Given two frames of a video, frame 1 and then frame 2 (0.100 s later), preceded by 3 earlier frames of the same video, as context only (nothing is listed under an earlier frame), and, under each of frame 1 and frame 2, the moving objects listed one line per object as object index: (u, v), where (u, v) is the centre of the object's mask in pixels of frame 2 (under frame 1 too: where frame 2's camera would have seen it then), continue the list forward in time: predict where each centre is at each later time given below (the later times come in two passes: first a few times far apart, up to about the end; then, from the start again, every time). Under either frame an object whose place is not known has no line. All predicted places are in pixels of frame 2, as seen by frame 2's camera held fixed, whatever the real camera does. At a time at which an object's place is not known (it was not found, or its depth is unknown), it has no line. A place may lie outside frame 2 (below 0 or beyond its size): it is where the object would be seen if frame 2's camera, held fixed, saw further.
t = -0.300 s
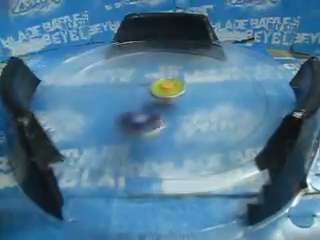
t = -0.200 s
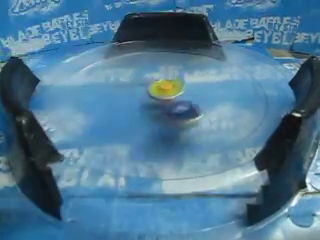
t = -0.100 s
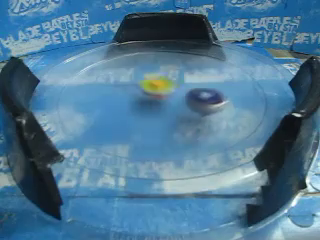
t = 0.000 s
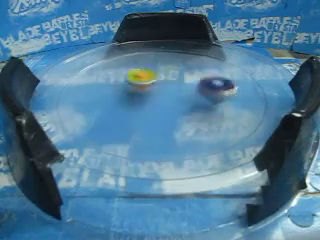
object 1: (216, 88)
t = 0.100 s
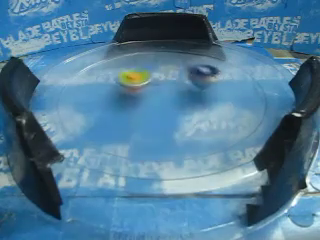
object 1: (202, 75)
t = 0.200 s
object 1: (176, 65)
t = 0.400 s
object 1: (116, 61)
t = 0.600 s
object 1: (79, 83)
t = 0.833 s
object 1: (129, 116)
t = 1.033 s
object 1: (203, 100)
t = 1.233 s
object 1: (195, 69)
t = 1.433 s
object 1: (145, 53)
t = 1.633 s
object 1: (100, 70)
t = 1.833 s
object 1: (114, 103)
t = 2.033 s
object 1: (187, 107)
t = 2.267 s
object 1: (211, 73)
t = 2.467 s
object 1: (169, 57)
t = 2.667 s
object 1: (123, 69)
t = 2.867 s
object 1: (122, 98)
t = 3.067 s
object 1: (182, 109)
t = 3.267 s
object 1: (220, 89)
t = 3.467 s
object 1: (192, 69)
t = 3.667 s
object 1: (145, 70)
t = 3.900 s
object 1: (112, 94)
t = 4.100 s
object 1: (147, 118)
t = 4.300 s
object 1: (203, 108)
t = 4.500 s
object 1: (203, 85)
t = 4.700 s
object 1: (163, 72)
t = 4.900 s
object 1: (120, 69)
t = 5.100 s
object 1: (93, 87)
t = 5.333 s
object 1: (126, 111)
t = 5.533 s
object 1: (108, 125)
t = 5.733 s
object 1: (179, 123)
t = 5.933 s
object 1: (203, 94)
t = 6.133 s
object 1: (189, 73)
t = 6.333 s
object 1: (150, 64)
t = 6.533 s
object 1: (111, 68)
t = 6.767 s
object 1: (98, 92)
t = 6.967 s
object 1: (128, 109)
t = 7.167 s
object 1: (107, 106)
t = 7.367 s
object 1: (88, 101)
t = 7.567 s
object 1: (132, 112)
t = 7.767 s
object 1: (171, 101)
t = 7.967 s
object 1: (172, 81)
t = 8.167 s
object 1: (149, 69)
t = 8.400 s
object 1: (123, 73)
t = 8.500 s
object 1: (121, 81)
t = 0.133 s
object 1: (193, 70)
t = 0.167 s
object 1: (186, 67)
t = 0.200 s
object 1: (176, 65)
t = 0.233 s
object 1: (166, 59)
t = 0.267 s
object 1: (157, 58)
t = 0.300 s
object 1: (145, 57)
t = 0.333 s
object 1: (134, 57)
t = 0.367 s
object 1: (124, 59)
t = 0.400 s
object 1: (116, 61)
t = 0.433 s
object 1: (107, 64)
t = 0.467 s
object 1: (97, 67)
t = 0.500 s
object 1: (91, 70)
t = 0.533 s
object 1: (85, 73)
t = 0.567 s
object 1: (81, 78)
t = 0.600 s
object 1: (79, 83)
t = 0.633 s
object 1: (78, 88)
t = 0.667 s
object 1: (79, 94)
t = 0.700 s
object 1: (84, 100)
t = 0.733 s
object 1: (91, 105)
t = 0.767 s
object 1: (102, 109)
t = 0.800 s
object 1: (114, 113)
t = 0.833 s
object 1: (129, 116)
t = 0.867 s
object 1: (145, 118)
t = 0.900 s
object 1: (161, 116)
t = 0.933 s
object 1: (175, 114)
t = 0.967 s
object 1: (187, 109)
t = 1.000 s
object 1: (196, 105)
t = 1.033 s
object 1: (203, 100)
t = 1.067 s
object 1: (208, 94)
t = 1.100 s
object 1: (210, 89)
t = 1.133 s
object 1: (209, 83)
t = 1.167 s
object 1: (205, 75)
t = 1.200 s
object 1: (200, 71)
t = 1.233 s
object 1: (195, 69)
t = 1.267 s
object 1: (189, 62)
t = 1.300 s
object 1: (181, 58)
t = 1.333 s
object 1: (172, 55)
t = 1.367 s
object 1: (163, 54)
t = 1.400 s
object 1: (154, 53)
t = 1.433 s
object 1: (145, 53)
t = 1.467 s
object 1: (136, 54)
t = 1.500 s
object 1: (128, 55)
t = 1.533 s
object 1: (118, 59)
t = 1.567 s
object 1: (112, 63)
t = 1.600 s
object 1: (105, 66)
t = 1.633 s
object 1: (100, 70)
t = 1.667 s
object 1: (98, 76)
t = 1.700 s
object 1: (96, 82)
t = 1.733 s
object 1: (97, 87)
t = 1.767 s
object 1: (100, 93)
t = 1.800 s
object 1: (105, 98)
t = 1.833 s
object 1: (114, 103)
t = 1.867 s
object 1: (124, 107)
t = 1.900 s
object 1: (135, 110)
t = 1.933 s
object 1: (150, 112)
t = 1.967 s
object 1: (164, 112)
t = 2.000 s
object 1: (177, 110)
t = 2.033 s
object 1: (187, 107)
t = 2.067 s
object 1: (197, 103)
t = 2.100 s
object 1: (206, 99)
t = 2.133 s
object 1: (211, 93)
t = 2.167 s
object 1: (214, 89)
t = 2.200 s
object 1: (215, 83)
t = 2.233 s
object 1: (214, 78)
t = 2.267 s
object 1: (211, 73)
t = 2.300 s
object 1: (205, 69)
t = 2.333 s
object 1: (200, 66)
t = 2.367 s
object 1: (193, 63)
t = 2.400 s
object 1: (185, 60)
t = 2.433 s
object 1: (177, 58)
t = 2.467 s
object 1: (169, 57)
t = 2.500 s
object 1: (161, 56)
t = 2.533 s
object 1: (153, 57)
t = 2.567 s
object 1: (145, 61)
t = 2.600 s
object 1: (137, 63)
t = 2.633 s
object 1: (130, 66)
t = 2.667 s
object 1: (123, 69)
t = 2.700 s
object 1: (118, 73)
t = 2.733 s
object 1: (116, 78)
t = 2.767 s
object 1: (115, 84)
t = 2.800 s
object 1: (115, 89)
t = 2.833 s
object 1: (118, 93)
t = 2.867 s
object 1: (122, 98)
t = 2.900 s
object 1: (129, 103)
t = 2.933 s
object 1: (137, 106)
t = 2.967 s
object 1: (147, 109)
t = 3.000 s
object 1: (158, 111)
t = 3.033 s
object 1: (170, 111)
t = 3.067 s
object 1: (182, 109)
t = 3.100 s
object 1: (194, 108)
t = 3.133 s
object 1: (202, 105)
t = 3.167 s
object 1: (209, 103)
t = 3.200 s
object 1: (215, 98)
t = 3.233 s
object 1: (219, 94)
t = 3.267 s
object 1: (220, 89)
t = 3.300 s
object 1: (219, 84)
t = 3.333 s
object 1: (216, 80)
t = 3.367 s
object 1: (211, 76)
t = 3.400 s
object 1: (206, 73)
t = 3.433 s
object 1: (199, 71)
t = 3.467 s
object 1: (192, 69)
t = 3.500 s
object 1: (185, 67)
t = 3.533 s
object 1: (178, 68)
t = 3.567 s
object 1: (169, 67)
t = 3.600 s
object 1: (161, 67)
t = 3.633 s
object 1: (152, 69)
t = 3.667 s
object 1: (145, 70)
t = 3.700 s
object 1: (139, 73)
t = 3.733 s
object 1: (131, 75)
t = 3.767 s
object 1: (124, 77)
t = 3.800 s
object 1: (119, 80)
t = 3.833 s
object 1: (115, 84)
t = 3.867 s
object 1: (112, 88)
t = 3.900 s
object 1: (112, 94)
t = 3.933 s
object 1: (113, 99)
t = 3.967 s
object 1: (116, 104)
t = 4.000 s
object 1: (121, 108)
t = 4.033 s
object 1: (127, 112)
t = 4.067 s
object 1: (136, 115)
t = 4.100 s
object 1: (147, 118)
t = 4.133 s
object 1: (154, 119)
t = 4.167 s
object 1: (166, 119)
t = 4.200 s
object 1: (177, 117)
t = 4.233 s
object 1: (188, 116)
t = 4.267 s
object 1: (197, 111)
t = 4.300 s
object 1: (203, 108)
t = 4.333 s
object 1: (207, 105)
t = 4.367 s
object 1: (210, 101)
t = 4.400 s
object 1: (210, 97)
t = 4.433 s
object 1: (210, 93)
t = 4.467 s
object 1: (207, 89)
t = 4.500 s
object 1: (203, 85)
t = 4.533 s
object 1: (198, 83)
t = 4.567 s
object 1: (192, 79)
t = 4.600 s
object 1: (186, 77)
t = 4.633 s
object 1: (178, 75)
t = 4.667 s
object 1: (171, 72)
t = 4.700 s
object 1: (163, 72)
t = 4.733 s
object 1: (155, 72)
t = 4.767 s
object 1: (147, 71)
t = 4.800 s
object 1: (140, 69)
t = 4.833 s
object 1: (135, 69)
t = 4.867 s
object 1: (127, 68)
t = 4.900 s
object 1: (120, 69)
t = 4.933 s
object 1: (112, 71)
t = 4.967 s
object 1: (106, 74)
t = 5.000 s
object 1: (101, 76)
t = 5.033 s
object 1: (97, 80)
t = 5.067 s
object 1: (94, 83)
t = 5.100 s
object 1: (93, 87)
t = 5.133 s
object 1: (93, 91)
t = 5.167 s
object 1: (94, 95)
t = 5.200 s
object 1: (98, 100)
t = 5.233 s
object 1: (103, 103)
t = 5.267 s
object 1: (110, 107)
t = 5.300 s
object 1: (117, 109)
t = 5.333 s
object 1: (126, 111)
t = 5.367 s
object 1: (117, 115)
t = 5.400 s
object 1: (106, 117)
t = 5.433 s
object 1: (101, 120)
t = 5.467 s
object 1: (100, 122)
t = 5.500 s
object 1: (102, 124)
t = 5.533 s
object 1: (108, 125)
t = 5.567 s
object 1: (119, 127)
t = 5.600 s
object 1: (131, 128)
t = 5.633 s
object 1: (143, 128)
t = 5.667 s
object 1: (154, 127)
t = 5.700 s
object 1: (167, 126)
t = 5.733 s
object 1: (179, 123)
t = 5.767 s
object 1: (187, 119)
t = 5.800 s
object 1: (195, 113)
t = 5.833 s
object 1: (200, 109)
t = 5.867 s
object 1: (203, 104)
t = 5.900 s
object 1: (205, 98)
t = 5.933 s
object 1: (203, 94)
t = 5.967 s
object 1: (201, 89)
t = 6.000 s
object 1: (198, 85)
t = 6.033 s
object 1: (192, 80)
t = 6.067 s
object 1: (189, 77)
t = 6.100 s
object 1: (190, 75)
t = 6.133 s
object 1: (189, 73)
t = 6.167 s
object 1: (184, 71)
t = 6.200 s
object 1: (180, 69)
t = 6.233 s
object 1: (173, 67)
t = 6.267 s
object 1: (166, 66)
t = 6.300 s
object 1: (159, 65)
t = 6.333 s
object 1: (150, 64)
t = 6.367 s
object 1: (143, 61)
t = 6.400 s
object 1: (136, 62)
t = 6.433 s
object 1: (129, 63)
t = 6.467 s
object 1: (122, 64)
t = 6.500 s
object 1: (117, 65)
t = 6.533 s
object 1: (111, 68)
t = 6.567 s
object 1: (107, 70)
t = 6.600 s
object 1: (103, 73)
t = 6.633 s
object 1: (100, 77)
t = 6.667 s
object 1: (99, 81)
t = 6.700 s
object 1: (100, 85)
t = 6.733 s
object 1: (100, 89)
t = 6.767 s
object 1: (98, 92)
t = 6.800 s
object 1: (98, 94)
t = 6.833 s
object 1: (101, 97)
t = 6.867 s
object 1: (106, 101)
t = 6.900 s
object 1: (112, 104)
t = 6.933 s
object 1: (119, 107)
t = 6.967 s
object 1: (128, 109)
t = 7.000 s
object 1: (137, 110)
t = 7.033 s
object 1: (147, 110)
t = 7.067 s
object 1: (154, 110)
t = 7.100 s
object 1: (140, 109)
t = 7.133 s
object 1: (122, 108)
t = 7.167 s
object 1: (107, 106)
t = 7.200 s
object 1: (95, 104)
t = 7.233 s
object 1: (88, 102)
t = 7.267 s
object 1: (83, 101)
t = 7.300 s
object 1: (83, 100)
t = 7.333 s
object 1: (84, 100)
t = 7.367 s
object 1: (88, 101)
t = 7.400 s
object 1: (94, 103)
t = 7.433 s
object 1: (100, 105)
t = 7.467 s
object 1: (107, 107)
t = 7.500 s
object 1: (115, 109)
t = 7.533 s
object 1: (123, 111)
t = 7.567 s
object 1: (132, 112)
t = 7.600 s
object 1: (140, 112)
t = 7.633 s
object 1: (148, 111)
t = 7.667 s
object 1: (156, 109)
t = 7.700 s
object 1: (161, 107)
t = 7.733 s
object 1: (167, 104)
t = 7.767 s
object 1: (171, 101)
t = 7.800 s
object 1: (173, 98)
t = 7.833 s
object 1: (175, 94)
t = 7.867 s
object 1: (176, 91)
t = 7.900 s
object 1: (176, 88)
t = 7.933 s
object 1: (174, 85)
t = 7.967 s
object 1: (172, 81)
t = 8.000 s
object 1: (168, 78)
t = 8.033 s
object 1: (165, 76)
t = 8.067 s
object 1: (161, 74)
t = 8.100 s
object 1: (158, 72)
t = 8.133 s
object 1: (153, 70)
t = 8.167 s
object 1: (149, 69)
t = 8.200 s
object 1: (145, 69)
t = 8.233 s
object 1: (140, 68)
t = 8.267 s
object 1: (136, 68)
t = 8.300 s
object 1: (132, 69)
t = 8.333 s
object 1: (128, 70)
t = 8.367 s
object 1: (126, 71)
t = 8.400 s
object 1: (123, 73)
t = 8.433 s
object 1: (121, 75)
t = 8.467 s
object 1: (121, 78)
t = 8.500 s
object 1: (121, 81)
